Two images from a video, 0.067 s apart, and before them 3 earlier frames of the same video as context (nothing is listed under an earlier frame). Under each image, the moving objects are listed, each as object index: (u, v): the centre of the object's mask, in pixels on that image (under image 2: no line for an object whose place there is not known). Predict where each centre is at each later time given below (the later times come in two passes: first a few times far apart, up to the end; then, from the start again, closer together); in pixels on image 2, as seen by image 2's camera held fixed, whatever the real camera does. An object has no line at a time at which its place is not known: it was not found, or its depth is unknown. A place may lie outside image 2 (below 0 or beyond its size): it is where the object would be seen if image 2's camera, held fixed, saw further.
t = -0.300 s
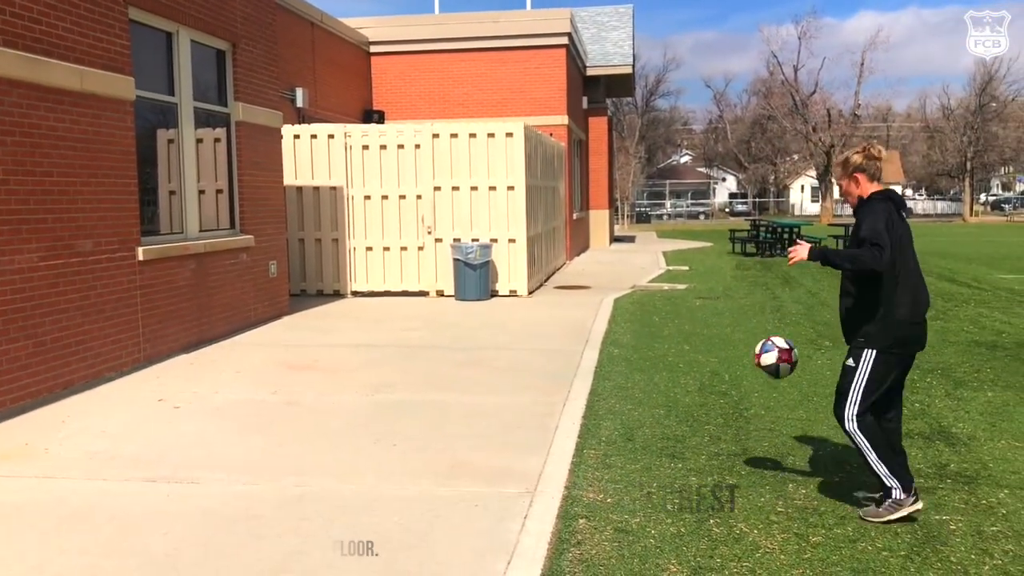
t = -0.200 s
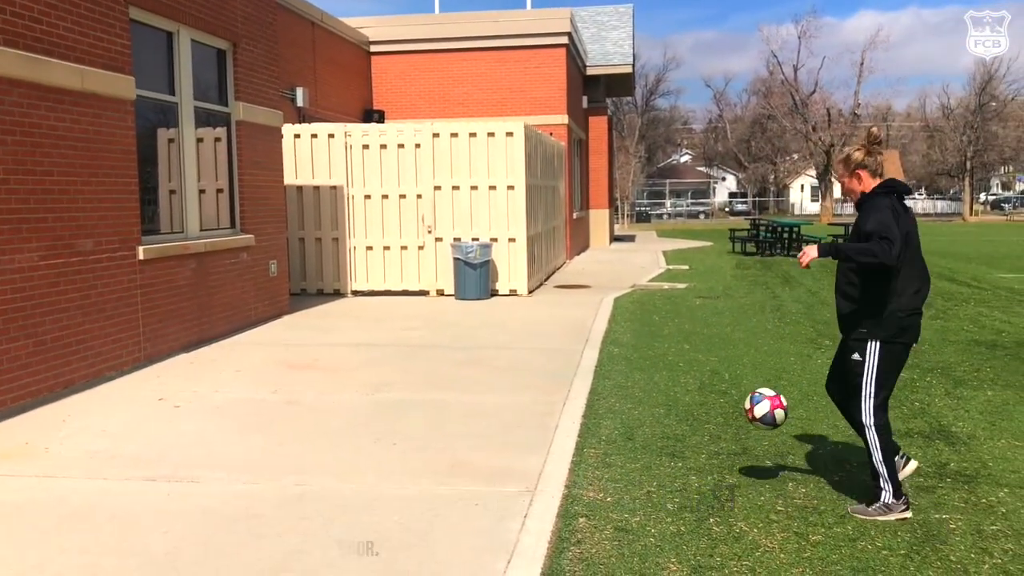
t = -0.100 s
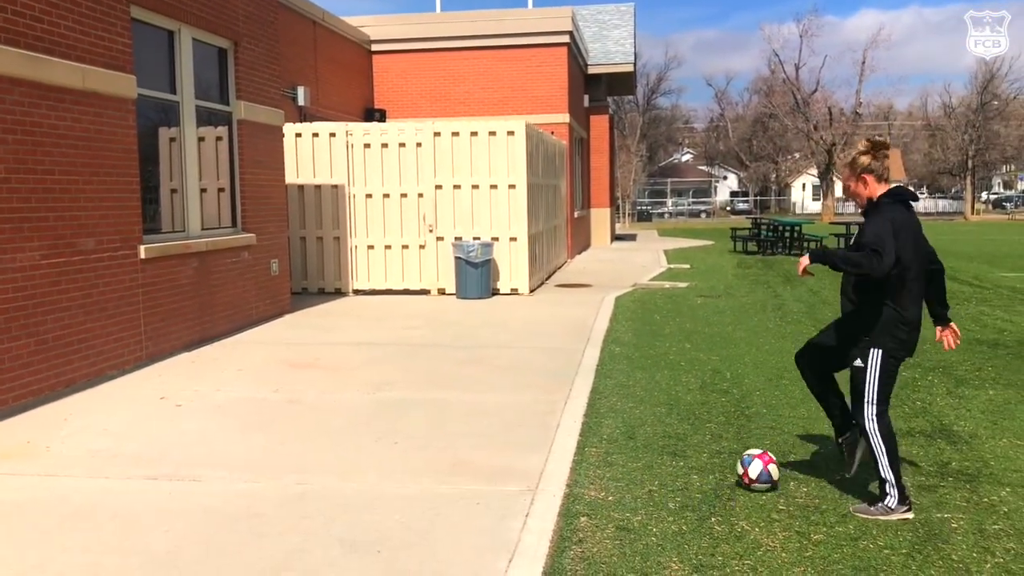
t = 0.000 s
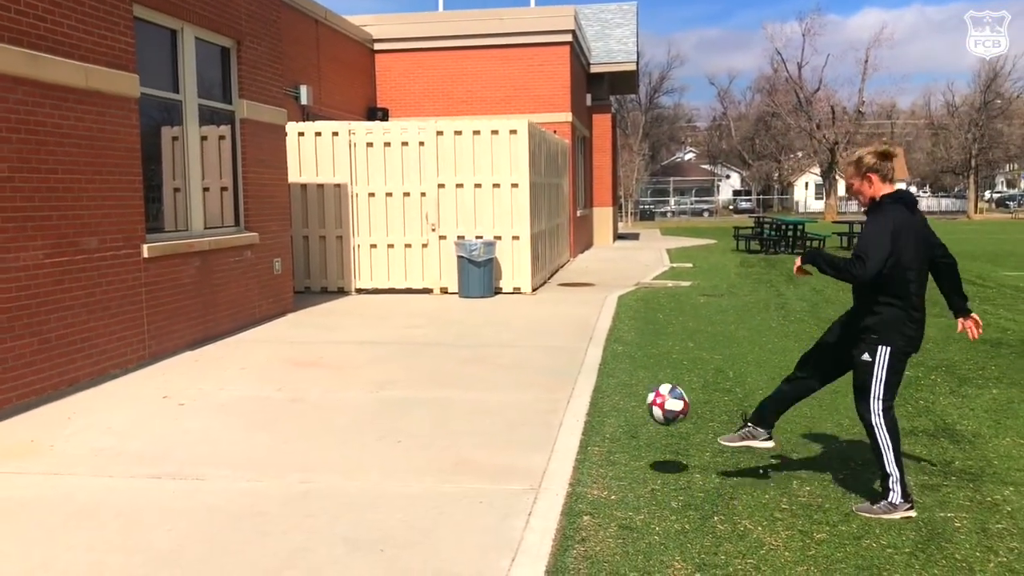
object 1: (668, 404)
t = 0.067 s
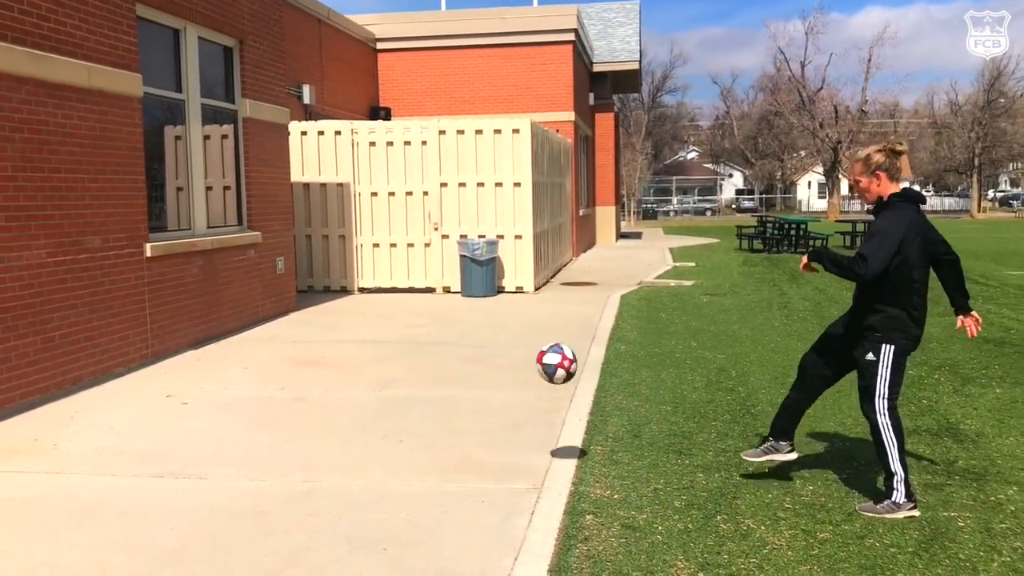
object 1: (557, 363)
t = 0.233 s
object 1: (290, 304)
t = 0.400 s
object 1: (40, 293)
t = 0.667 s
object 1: (84, 391)
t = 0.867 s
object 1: (273, 394)
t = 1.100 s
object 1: (458, 331)
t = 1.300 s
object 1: (625, 361)
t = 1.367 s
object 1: (684, 390)
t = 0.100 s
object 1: (502, 347)
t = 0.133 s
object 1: (448, 333)
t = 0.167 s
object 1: (395, 321)
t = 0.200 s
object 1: (342, 312)
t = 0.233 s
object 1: (290, 304)
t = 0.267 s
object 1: (238, 298)
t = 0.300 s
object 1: (188, 294)
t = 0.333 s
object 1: (137, 292)
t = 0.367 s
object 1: (88, 292)
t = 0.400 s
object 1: (40, 293)
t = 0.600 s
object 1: (6, 353)
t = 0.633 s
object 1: (46, 371)
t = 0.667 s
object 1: (84, 391)
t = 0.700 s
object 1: (124, 413)
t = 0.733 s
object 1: (163, 437)
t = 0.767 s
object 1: (199, 452)
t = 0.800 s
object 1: (224, 431)
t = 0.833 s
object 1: (248, 412)
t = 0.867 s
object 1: (273, 394)
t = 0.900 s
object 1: (300, 379)
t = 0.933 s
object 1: (326, 366)
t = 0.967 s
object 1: (351, 355)
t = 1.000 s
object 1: (377, 346)
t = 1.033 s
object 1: (404, 339)
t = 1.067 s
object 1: (431, 333)
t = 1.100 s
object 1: (458, 331)
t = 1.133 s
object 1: (485, 331)
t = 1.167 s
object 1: (513, 332)
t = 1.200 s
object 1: (541, 336)
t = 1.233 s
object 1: (569, 343)
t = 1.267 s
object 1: (596, 351)
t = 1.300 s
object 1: (625, 361)
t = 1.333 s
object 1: (654, 375)
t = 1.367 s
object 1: (684, 390)
